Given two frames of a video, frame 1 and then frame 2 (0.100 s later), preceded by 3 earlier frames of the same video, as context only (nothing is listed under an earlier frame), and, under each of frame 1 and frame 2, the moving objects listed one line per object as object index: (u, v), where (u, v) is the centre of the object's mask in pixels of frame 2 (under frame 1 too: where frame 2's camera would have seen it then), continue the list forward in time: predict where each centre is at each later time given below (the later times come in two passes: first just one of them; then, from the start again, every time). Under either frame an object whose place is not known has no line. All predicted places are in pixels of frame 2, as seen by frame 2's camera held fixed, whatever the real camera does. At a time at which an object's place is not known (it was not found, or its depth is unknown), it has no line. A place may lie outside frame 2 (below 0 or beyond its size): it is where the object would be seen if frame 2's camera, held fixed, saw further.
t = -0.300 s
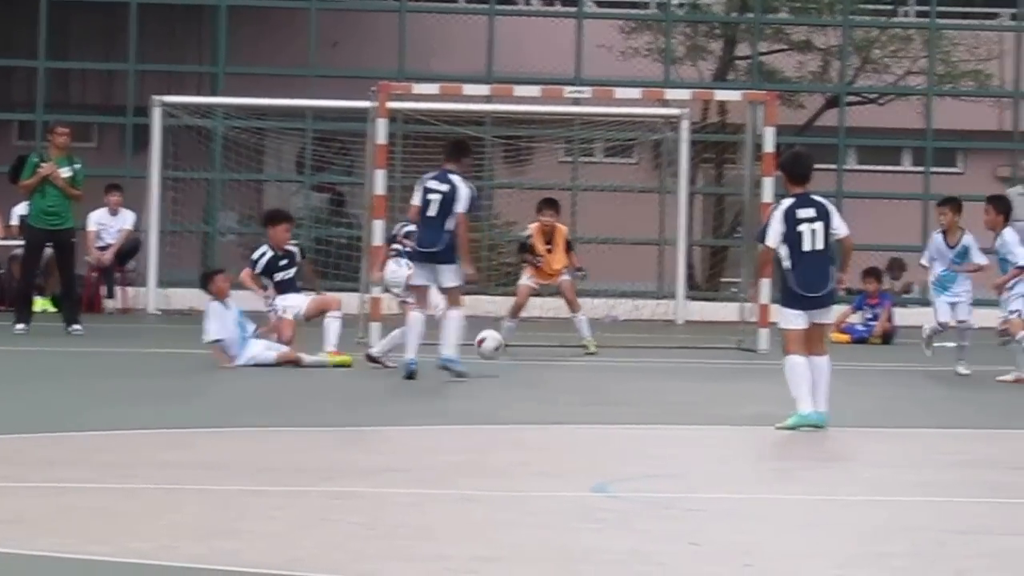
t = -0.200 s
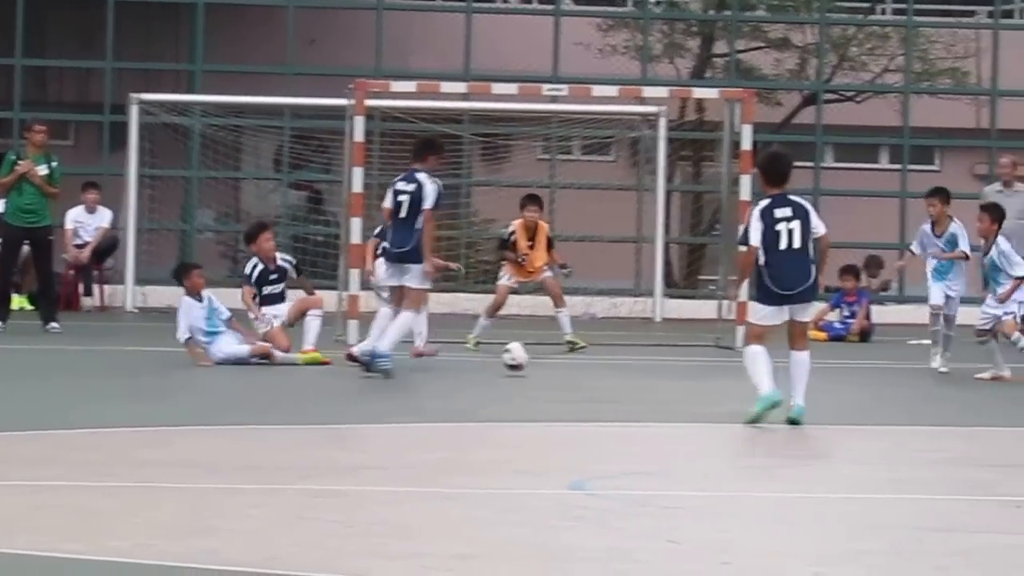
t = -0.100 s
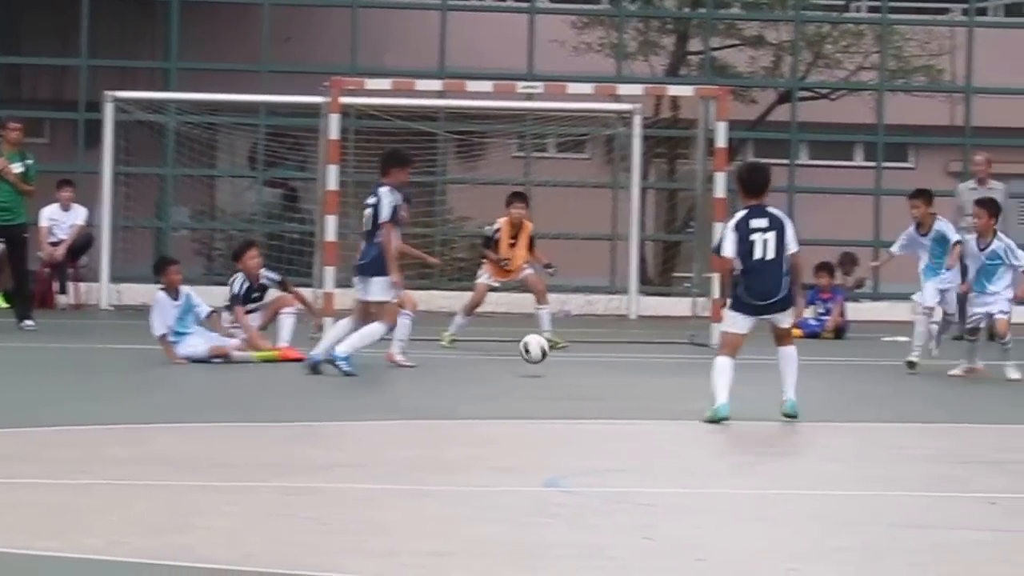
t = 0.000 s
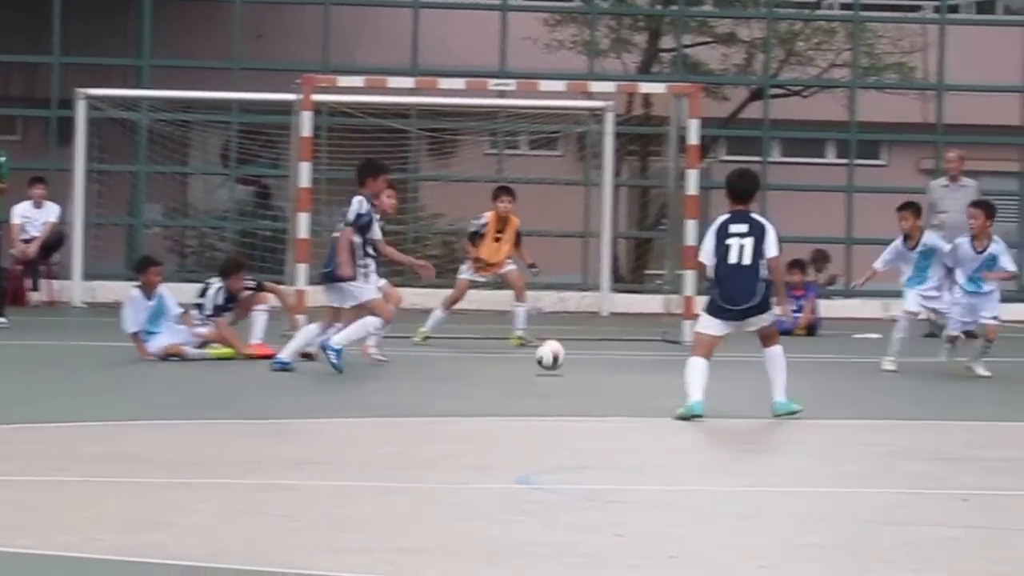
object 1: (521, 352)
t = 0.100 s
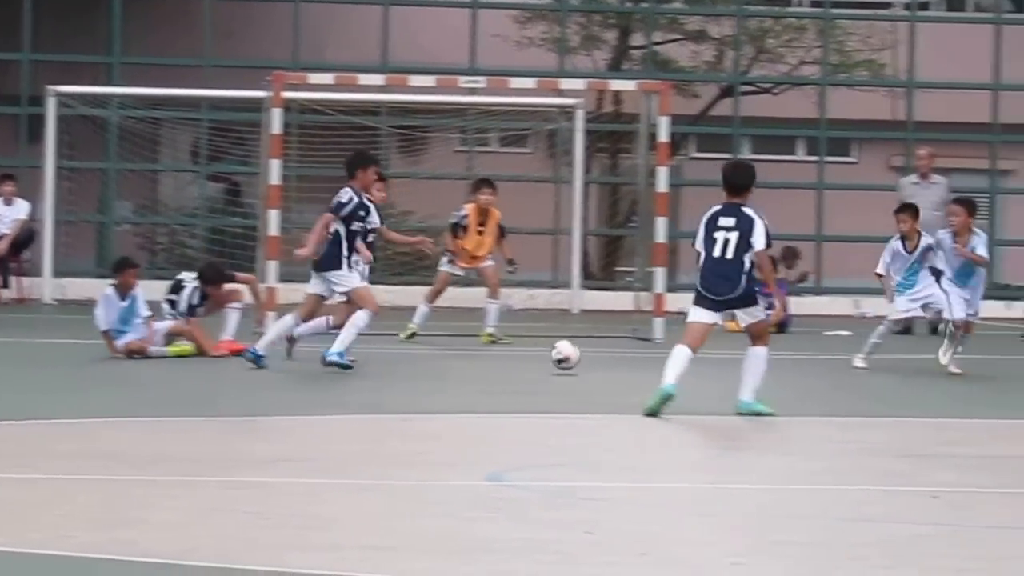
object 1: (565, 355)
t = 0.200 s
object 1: (609, 359)
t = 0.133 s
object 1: (580, 356)
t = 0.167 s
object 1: (594, 359)
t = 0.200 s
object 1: (609, 359)
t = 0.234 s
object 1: (624, 359)
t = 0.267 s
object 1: (638, 361)
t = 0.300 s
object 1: (654, 362)
